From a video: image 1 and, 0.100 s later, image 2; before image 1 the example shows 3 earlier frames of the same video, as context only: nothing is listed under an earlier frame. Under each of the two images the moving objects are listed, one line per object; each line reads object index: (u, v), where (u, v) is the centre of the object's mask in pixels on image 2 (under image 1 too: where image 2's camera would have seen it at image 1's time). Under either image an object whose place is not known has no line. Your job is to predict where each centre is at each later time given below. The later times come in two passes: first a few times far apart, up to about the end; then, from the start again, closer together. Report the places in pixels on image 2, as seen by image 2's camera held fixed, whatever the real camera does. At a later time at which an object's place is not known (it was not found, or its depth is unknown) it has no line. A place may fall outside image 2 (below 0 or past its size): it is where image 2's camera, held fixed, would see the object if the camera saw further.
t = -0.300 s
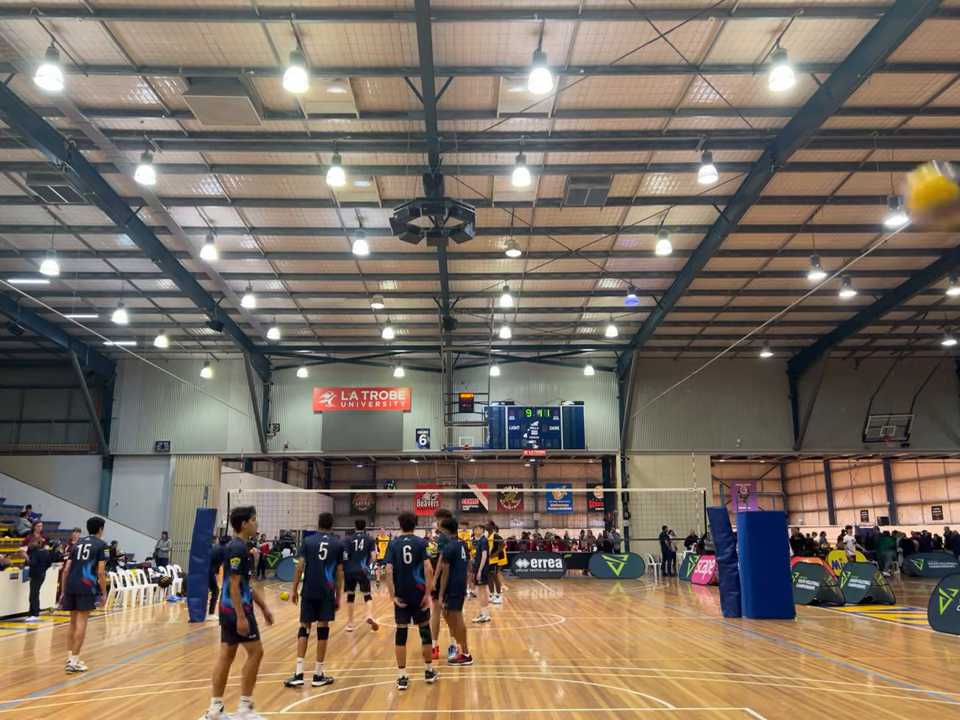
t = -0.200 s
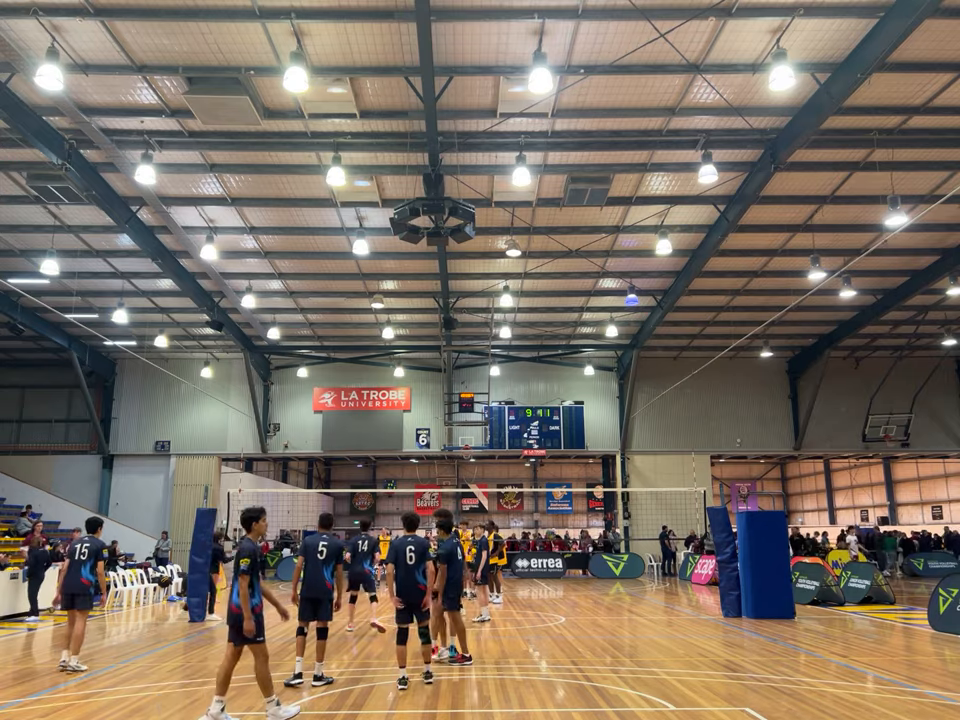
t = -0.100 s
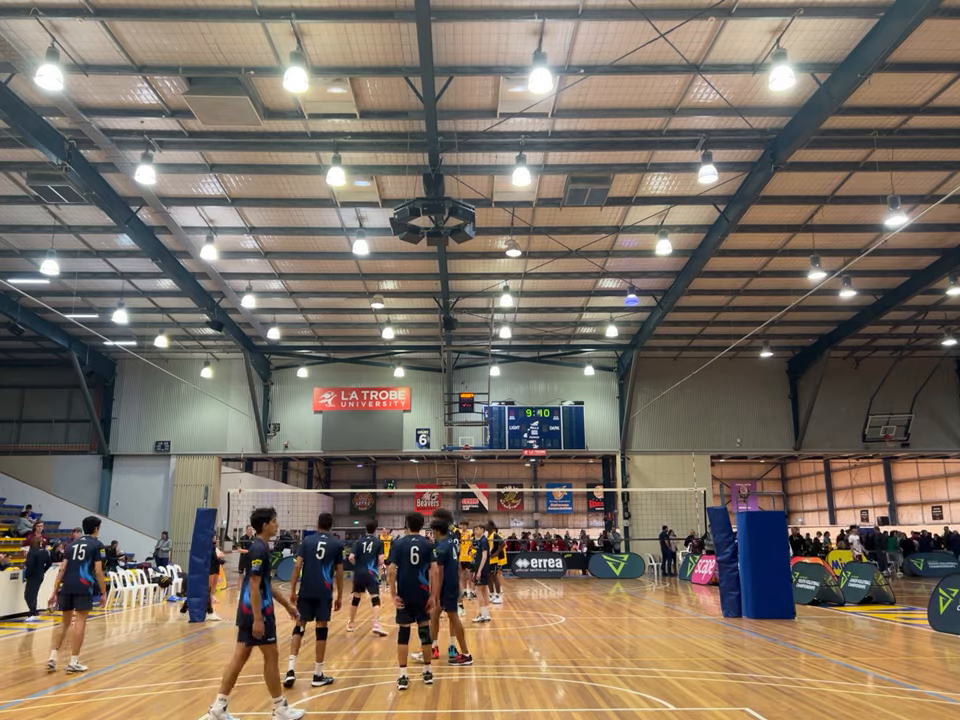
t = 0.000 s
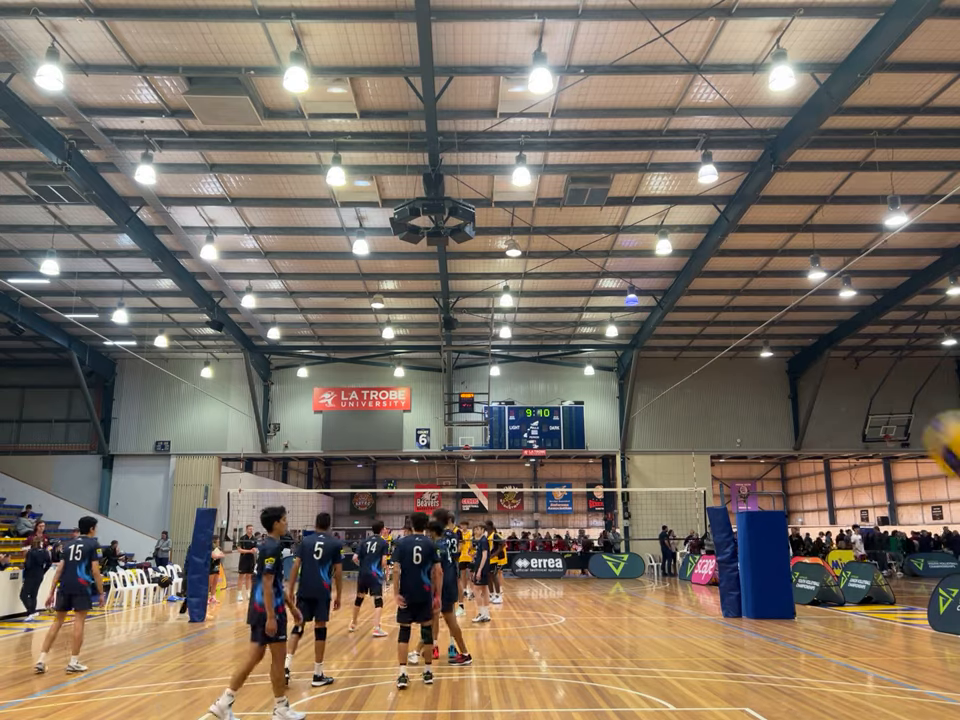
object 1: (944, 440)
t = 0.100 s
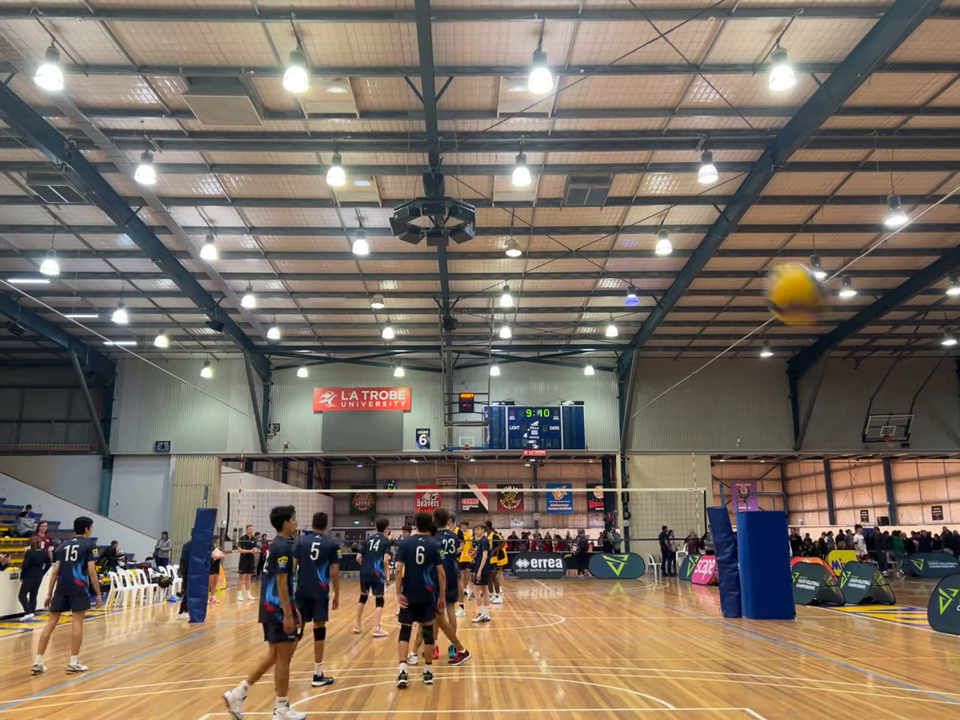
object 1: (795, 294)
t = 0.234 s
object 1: (623, 166)
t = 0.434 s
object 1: (430, 86)
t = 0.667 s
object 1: (253, 101)
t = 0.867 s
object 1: (121, 184)
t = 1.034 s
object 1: (23, 294)
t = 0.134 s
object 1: (747, 253)
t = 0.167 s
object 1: (704, 221)
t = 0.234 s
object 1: (623, 166)
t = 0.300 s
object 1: (552, 127)
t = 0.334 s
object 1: (518, 114)
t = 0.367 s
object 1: (487, 102)
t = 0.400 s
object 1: (457, 93)
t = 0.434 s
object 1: (430, 86)
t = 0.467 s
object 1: (404, 83)
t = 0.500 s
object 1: (376, 80)
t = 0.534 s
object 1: (349, 80)
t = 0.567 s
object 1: (325, 83)
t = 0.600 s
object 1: (300, 88)
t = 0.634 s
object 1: (276, 94)
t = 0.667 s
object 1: (253, 101)
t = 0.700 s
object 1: (231, 110)
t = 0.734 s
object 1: (208, 122)
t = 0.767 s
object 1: (187, 134)
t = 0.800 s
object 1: (166, 149)
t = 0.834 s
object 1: (144, 165)
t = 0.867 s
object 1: (121, 184)
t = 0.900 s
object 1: (104, 201)
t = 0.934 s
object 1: (82, 222)
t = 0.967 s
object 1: (63, 244)
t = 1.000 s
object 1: (43, 267)
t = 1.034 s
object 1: (23, 294)
